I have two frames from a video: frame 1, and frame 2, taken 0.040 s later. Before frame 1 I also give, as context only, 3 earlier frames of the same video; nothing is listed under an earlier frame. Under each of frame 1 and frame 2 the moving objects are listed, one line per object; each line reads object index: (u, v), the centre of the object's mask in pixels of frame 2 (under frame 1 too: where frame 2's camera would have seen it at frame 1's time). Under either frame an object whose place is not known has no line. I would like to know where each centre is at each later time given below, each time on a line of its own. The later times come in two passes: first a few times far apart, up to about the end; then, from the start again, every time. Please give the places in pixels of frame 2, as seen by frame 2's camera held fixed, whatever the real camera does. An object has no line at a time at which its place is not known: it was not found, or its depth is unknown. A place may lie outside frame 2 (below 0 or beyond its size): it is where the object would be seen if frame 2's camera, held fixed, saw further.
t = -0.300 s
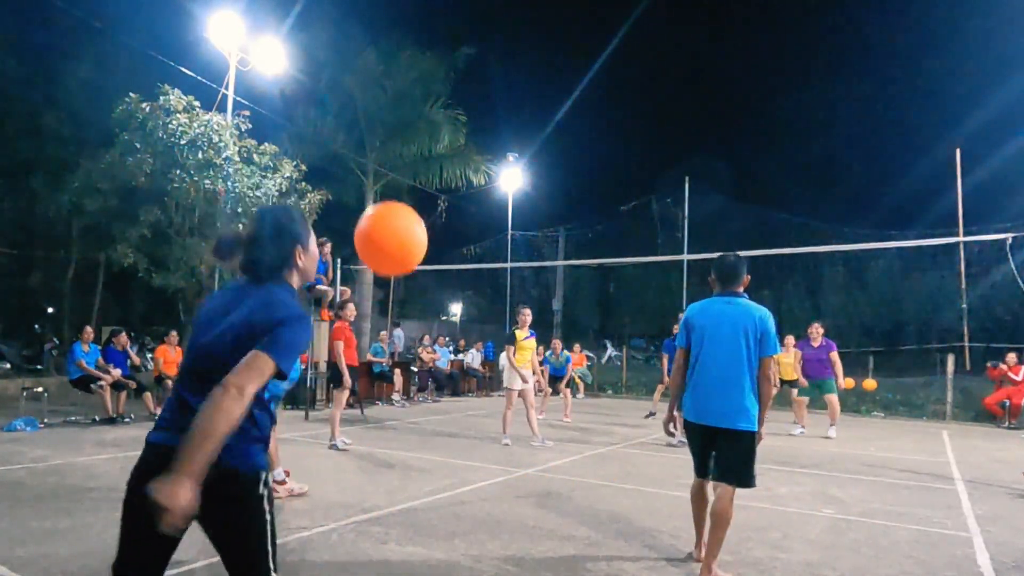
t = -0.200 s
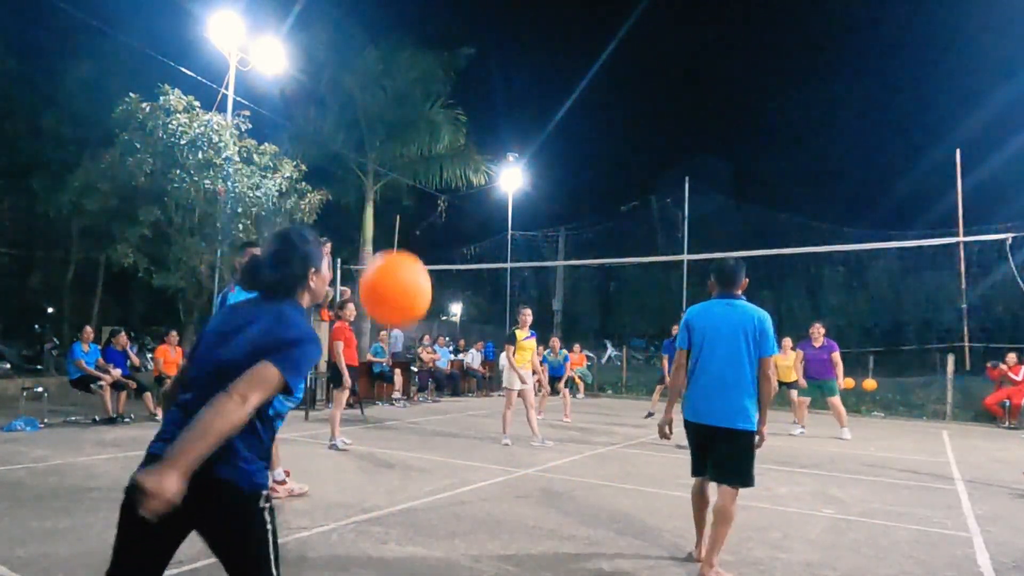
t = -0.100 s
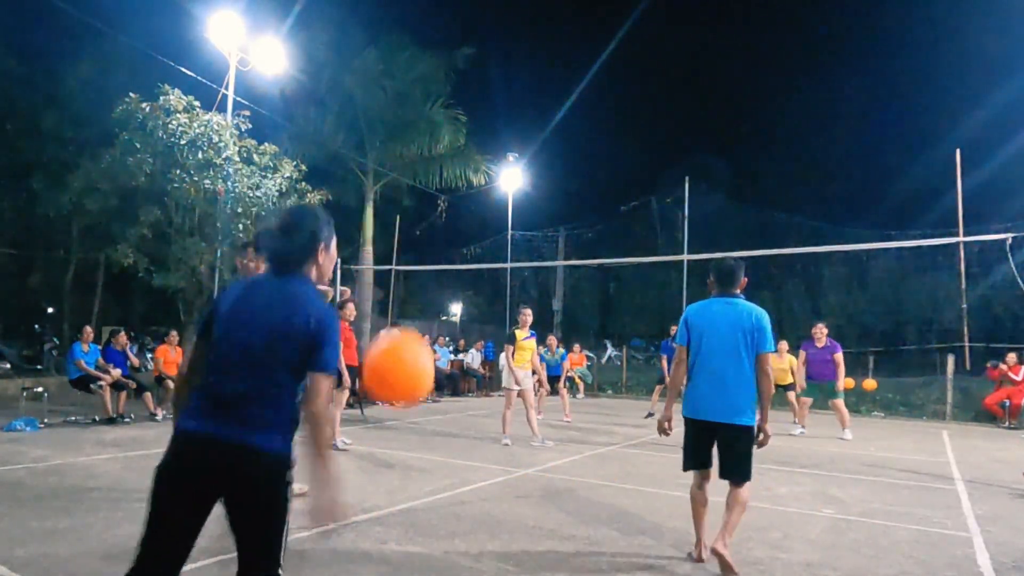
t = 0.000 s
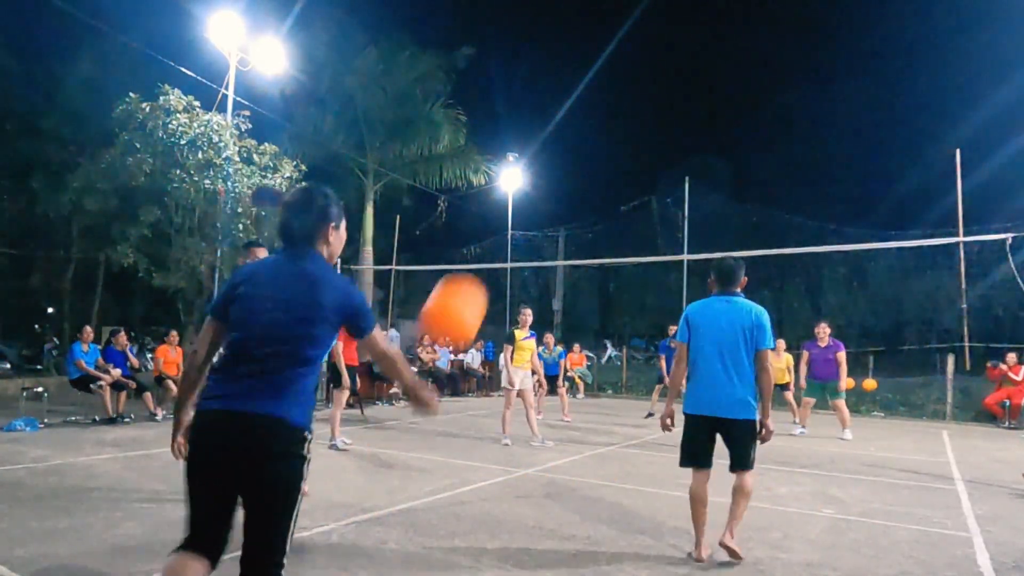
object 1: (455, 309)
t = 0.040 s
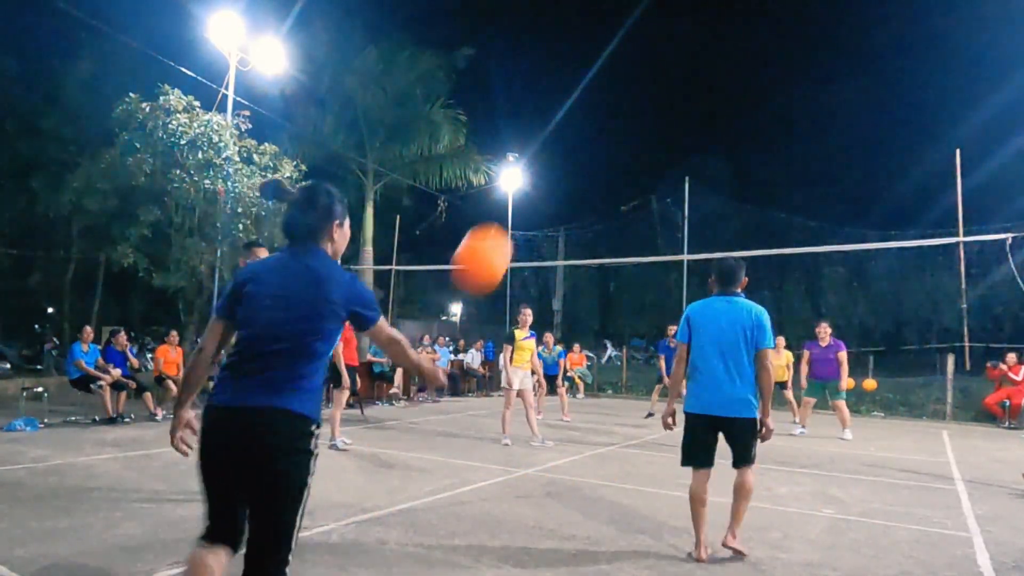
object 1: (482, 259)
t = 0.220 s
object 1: (558, 136)
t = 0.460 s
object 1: (610, 116)
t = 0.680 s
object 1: (636, 146)
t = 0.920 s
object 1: (653, 207)
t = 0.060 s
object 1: (494, 236)
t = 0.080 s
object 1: (504, 219)
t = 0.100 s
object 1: (516, 203)
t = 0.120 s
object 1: (525, 185)
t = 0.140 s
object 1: (536, 171)
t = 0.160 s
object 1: (541, 161)
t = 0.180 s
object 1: (546, 151)
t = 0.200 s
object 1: (552, 143)
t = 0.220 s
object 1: (558, 136)
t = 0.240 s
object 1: (563, 131)
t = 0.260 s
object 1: (569, 126)
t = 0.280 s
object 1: (574, 122)
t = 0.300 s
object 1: (578, 119)
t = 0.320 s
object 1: (583, 117)
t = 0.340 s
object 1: (587, 115)
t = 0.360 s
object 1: (592, 114)
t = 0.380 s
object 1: (596, 113)
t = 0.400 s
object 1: (599, 113)
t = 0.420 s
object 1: (603, 114)
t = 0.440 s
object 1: (606, 114)
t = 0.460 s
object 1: (610, 116)
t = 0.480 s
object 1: (613, 117)
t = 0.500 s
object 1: (616, 119)
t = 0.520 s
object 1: (619, 121)
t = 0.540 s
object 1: (621, 123)
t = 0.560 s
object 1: (624, 126)
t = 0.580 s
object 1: (626, 129)
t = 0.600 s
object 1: (629, 132)
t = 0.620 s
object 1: (631, 135)
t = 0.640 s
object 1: (633, 139)
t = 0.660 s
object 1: (635, 142)
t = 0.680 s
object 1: (636, 146)
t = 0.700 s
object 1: (638, 150)
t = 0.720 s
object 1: (640, 155)
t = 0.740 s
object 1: (641, 159)
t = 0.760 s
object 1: (643, 164)
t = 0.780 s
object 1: (644, 169)
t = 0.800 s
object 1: (646, 174)
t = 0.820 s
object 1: (647, 180)
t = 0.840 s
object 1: (648, 185)
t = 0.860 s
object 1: (650, 190)
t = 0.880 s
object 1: (651, 196)
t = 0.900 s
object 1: (652, 202)
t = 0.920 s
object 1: (653, 207)
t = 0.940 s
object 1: (654, 213)
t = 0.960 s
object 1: (655, 219)
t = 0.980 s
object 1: (656, 225)
